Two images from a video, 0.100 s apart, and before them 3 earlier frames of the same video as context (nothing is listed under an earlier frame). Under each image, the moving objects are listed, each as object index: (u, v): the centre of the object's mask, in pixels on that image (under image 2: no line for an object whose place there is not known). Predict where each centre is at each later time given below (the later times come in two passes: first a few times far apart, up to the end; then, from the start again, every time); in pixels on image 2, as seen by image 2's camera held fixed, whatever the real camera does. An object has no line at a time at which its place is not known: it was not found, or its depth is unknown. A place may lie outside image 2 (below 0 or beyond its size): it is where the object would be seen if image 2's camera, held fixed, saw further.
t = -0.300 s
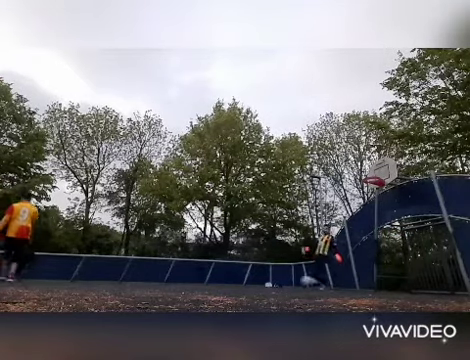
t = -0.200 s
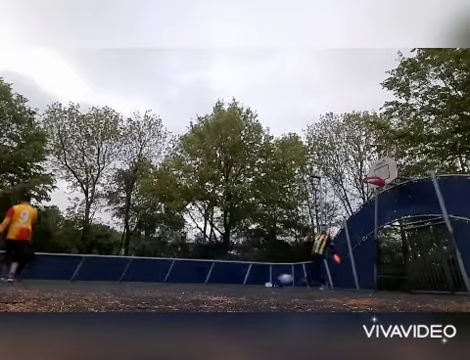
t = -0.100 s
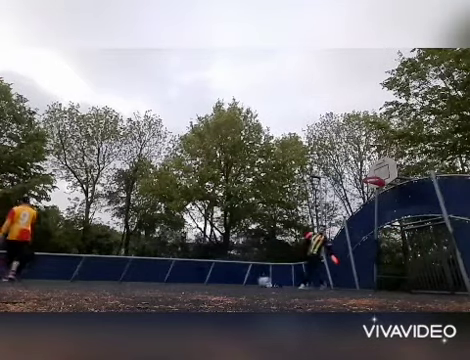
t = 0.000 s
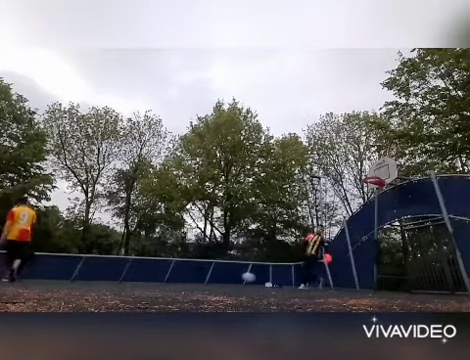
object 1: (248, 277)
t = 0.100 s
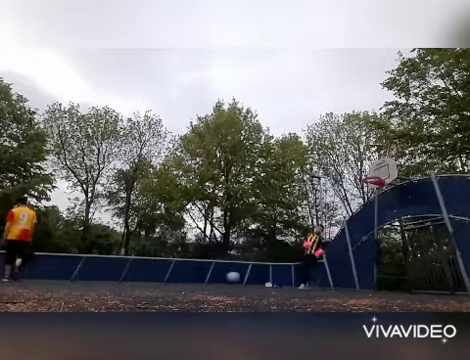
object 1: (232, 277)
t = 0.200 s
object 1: (216, 279)
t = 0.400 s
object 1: (183, 278)
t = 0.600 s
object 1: (149, 277)
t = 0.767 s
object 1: (121, 277)
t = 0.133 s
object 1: (227, 277)
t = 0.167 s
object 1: (222, 279)
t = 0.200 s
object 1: (216, 279)
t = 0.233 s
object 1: (211, 278)
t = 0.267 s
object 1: (206, 277)
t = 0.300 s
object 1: (200, 277)
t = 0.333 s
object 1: (194, 277)
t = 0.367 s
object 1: (189, 278)
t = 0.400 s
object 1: (183, 278)
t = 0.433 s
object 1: (178, 277)
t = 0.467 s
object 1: (173, 276)
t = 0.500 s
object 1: (167, 276)
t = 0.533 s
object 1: (161, 277)
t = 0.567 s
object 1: (155, 277)
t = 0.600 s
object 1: (149, 277)
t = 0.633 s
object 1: (144, 277)
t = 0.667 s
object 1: (138, 277)
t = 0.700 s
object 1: (133, 277)
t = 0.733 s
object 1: (127, 277)
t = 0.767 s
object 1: (121, 277)
